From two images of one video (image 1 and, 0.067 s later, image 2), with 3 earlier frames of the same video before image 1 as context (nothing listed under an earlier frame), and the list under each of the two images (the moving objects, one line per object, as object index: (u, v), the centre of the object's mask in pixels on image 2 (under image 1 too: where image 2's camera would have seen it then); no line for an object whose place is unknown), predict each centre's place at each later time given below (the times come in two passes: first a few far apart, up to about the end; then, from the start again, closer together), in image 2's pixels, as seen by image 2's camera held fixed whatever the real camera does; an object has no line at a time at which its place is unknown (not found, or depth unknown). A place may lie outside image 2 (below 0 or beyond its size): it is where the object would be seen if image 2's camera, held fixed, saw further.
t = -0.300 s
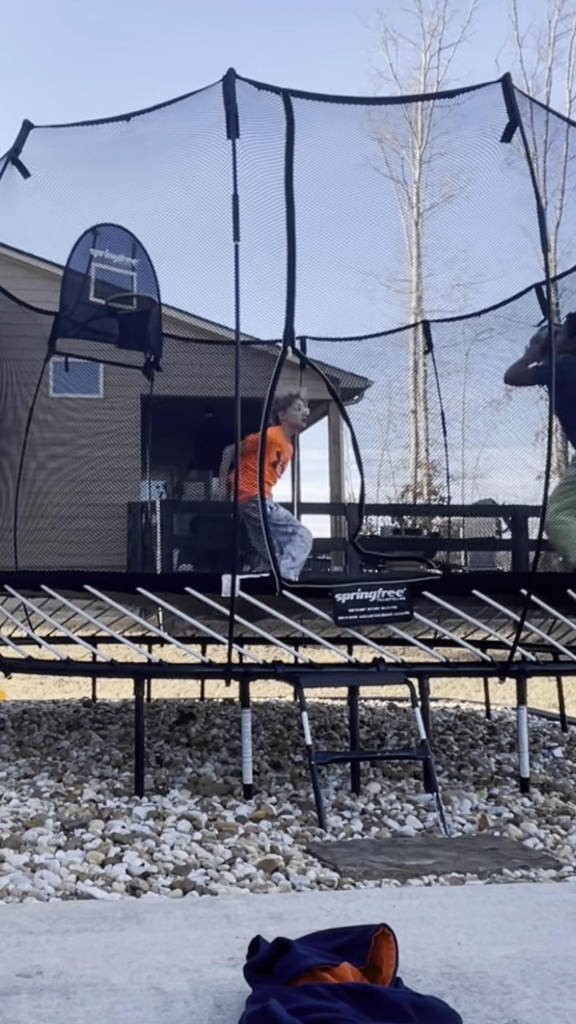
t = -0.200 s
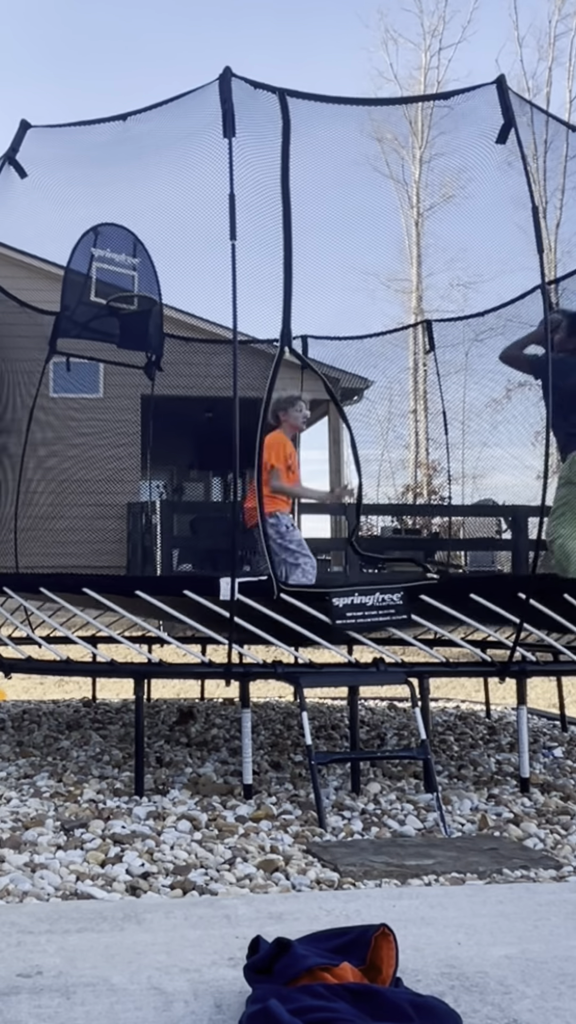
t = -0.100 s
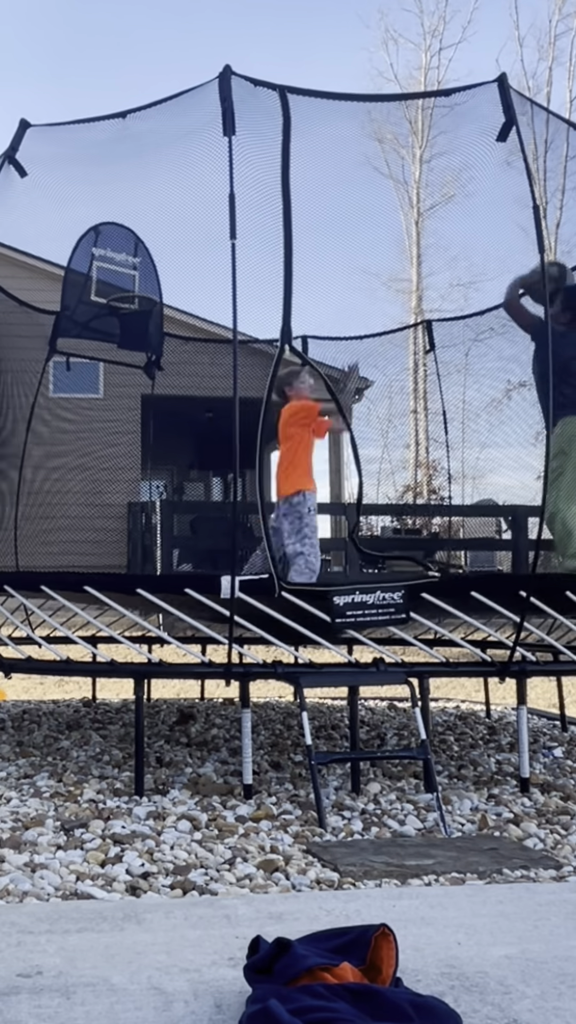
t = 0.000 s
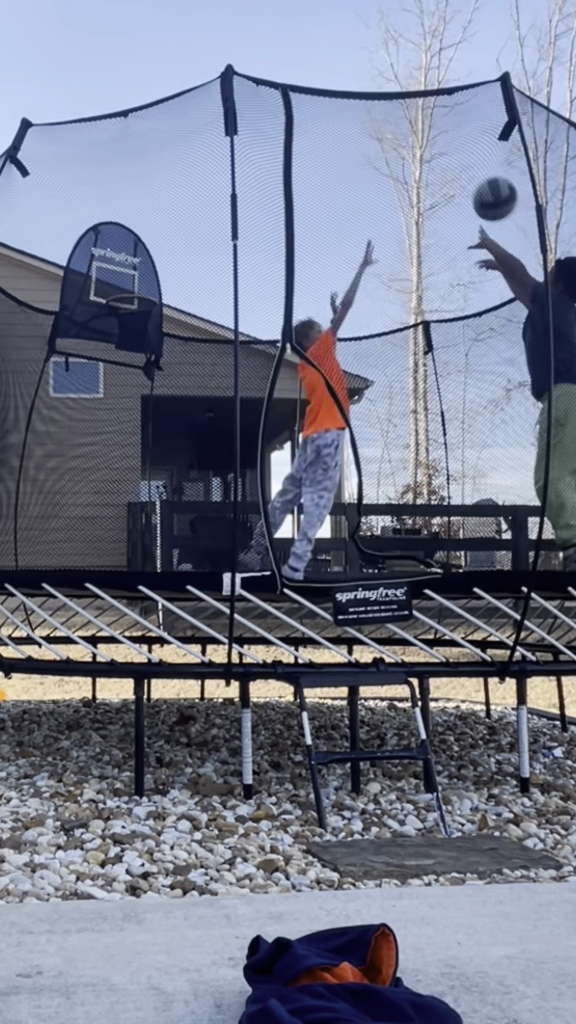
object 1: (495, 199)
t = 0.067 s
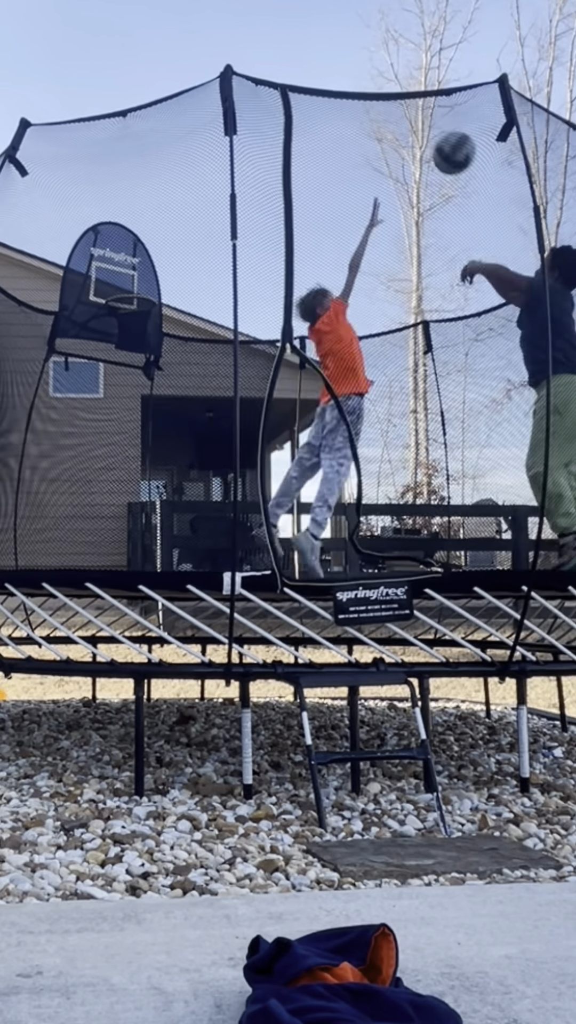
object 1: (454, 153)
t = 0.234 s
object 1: (364, 86)
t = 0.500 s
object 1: (253, 91)
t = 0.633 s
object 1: (208, 132)
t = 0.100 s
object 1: (435, 134)
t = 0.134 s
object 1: (416, 119)
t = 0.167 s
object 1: (398, 106)
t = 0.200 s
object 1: (381, 95)
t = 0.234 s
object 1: (364, 86)
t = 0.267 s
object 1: (349, 78)
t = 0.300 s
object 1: (334, 75)
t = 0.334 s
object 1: (319, 73)
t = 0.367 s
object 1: (305, 72)
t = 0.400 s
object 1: (292, 73)
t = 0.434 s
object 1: (278, 76)
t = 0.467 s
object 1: (265, 84)
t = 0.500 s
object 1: (253, 91)
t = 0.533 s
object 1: (245, 98)
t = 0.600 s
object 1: (215, 120)
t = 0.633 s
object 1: (208, 132)
